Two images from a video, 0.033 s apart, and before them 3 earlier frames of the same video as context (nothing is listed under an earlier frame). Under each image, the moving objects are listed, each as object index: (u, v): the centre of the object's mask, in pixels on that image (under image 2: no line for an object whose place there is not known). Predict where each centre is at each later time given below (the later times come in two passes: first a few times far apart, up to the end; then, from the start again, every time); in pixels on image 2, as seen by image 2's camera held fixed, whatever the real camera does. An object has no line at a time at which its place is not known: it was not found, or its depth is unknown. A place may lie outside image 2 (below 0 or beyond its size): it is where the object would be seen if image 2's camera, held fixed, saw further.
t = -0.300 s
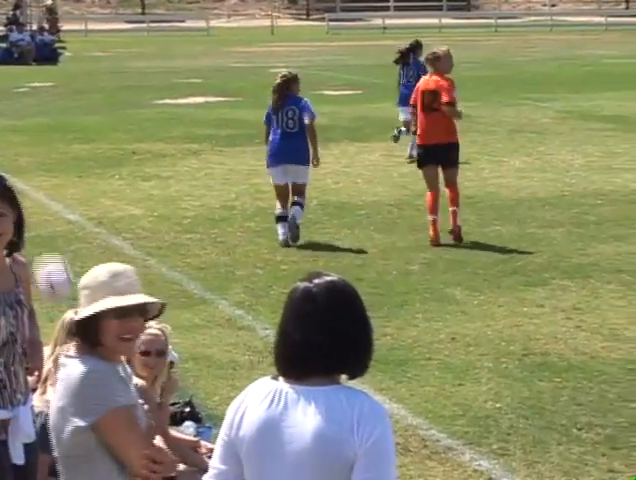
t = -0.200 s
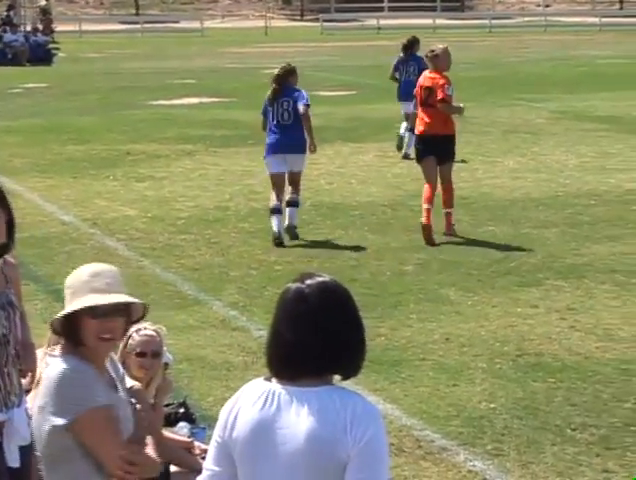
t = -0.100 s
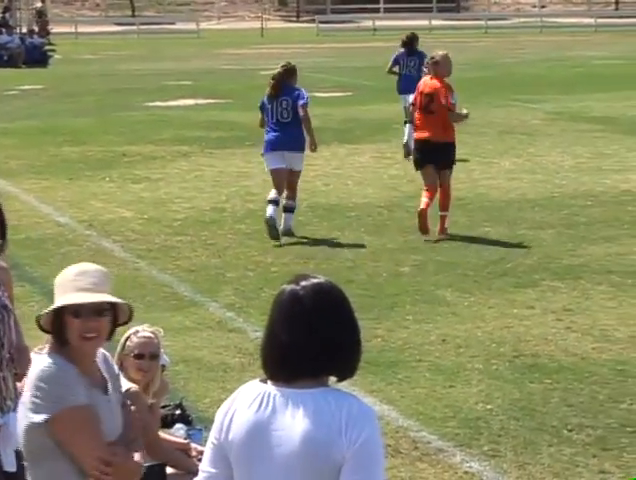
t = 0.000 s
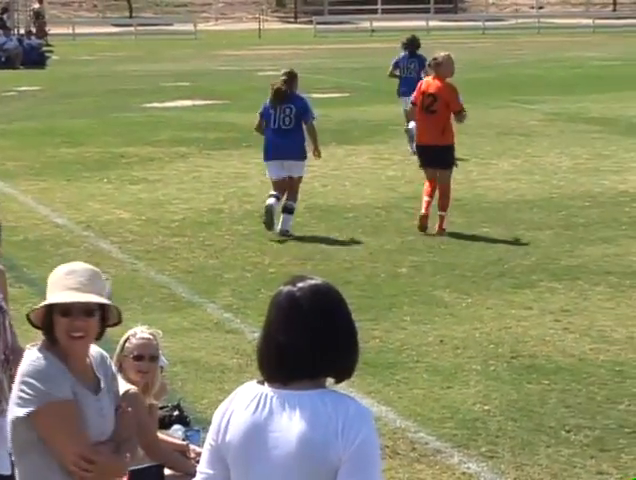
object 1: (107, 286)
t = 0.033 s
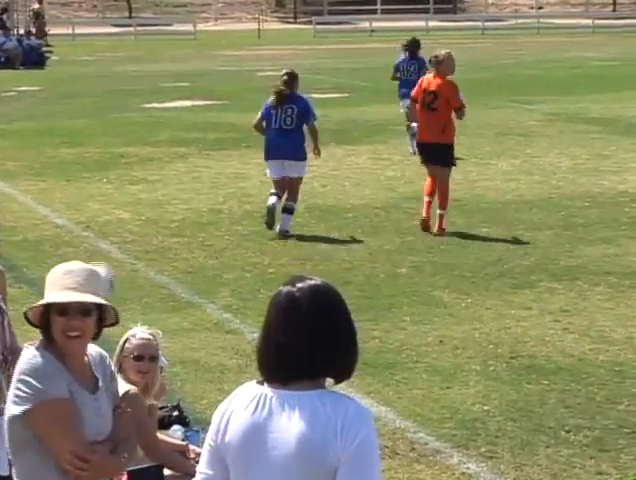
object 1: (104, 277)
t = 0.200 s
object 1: (107, 253)
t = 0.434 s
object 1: (123, 282)
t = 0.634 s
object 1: (134, 324)
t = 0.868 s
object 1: (147, 307)
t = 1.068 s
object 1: (157, 317)
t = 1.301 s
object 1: (165, 316)
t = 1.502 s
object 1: (171, 311)
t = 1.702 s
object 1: (176, 305)
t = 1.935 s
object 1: (180, 300)
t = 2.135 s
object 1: (183, 295)
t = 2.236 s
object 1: (185, 294)
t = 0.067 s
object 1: (103, 268)
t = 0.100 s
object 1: (104, 261)
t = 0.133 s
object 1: (104, 258)
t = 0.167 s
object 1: (105, 254)
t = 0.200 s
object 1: (107, 253)
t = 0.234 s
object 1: (109, 252)
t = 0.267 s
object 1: (112, 252)
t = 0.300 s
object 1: (113, 256)
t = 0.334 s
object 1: (116, 259)
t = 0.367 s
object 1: (118, 266)
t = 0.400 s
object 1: (120, 274)
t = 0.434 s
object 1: (123, 282)
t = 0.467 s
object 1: (126, 296)
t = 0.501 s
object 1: (128, 307)
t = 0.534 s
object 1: (128, 320)
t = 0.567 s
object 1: (128, 331)
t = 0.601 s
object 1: (129, 332)
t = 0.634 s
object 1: (134, 324)
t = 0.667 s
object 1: (138, 319)
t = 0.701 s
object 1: (139, 315)
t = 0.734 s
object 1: (142, 311)
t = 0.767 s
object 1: (143, 308)
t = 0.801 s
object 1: (144, 306)
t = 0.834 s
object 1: (145, 306)
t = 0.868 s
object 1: (147, 307)
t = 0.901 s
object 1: (149, 310)
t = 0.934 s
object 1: (151, 314)
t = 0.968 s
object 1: (153, 318)
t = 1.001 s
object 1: (156, 323)
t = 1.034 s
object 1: (158, 320)
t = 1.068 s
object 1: (157, 317)
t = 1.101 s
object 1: (158, 315)
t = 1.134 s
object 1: (159, 314)
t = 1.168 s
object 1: (160, 314)
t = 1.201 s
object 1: (162, 315)
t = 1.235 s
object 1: (164, 317)
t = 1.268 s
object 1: (165, 318)
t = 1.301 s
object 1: (165, 316)
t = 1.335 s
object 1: (166, 315)
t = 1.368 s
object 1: (167, 314)
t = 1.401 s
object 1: (168, 314)
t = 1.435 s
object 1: (168, 313)
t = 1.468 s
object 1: (170, 311)
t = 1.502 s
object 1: (171, 311)
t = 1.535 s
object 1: (172, 310)
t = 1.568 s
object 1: (173, 308)
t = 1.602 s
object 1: (173, 308)
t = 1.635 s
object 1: (174, 307)
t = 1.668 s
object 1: (175, 306)
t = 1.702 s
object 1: (176, 305)
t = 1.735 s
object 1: (177, 304)
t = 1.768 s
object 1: (178, 303)
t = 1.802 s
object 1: (179, 302)
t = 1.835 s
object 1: (179, 301)
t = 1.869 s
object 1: (180, 301)
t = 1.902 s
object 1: (180, 300)
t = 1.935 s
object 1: (180, 300)
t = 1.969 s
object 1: (181, 299)
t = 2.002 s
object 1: (182, 298)
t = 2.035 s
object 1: (182, 297)
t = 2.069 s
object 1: (182, 297)
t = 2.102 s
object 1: (183, 296)
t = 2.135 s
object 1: (183, 295)
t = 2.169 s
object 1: (184, 295)
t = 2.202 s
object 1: (184, 294)
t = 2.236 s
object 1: (185, 294)
